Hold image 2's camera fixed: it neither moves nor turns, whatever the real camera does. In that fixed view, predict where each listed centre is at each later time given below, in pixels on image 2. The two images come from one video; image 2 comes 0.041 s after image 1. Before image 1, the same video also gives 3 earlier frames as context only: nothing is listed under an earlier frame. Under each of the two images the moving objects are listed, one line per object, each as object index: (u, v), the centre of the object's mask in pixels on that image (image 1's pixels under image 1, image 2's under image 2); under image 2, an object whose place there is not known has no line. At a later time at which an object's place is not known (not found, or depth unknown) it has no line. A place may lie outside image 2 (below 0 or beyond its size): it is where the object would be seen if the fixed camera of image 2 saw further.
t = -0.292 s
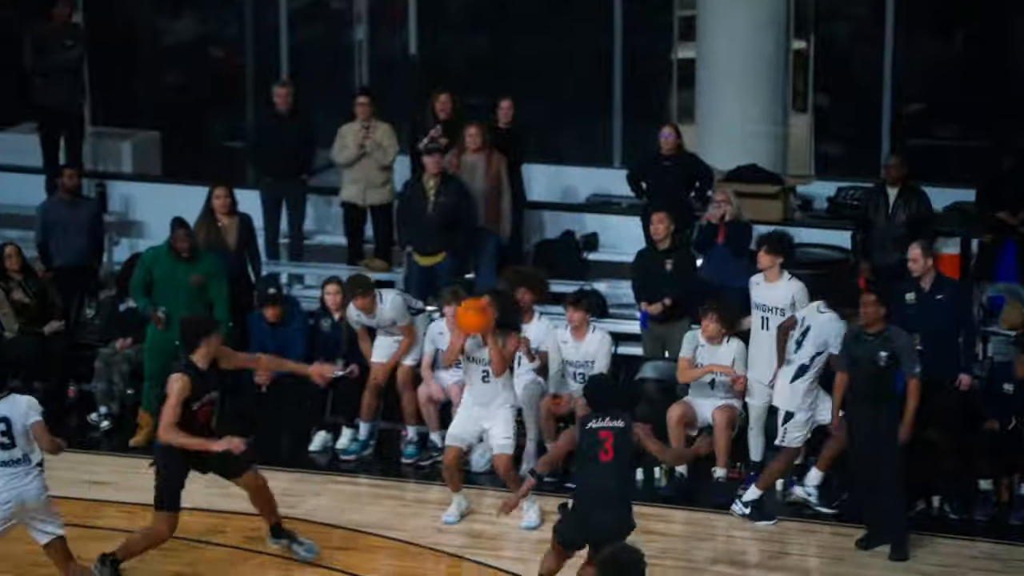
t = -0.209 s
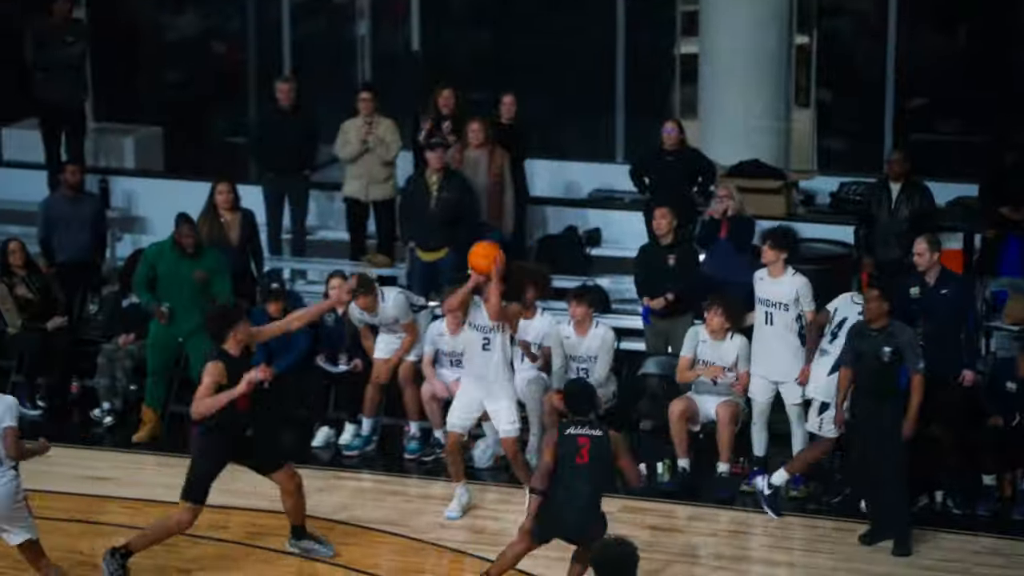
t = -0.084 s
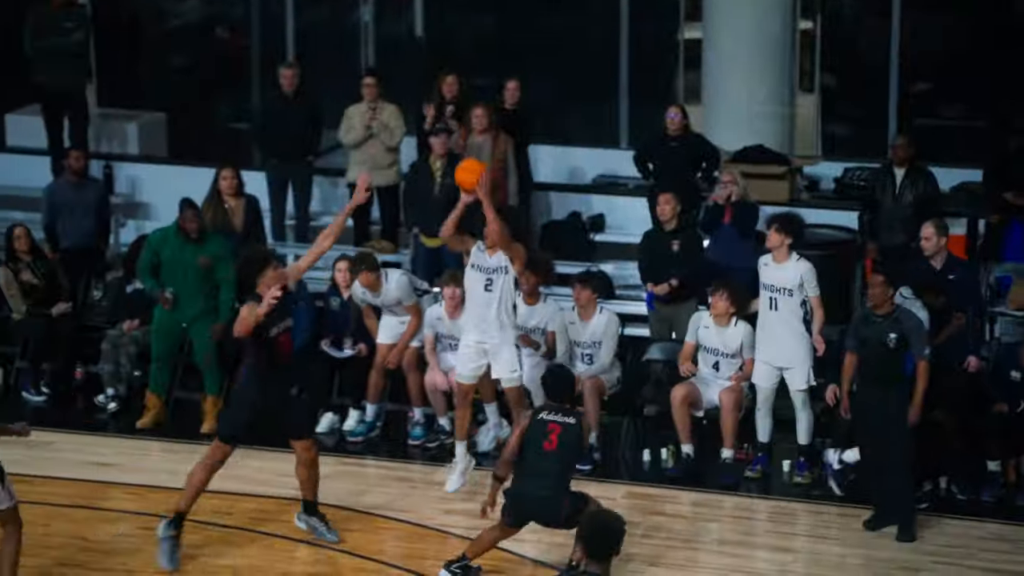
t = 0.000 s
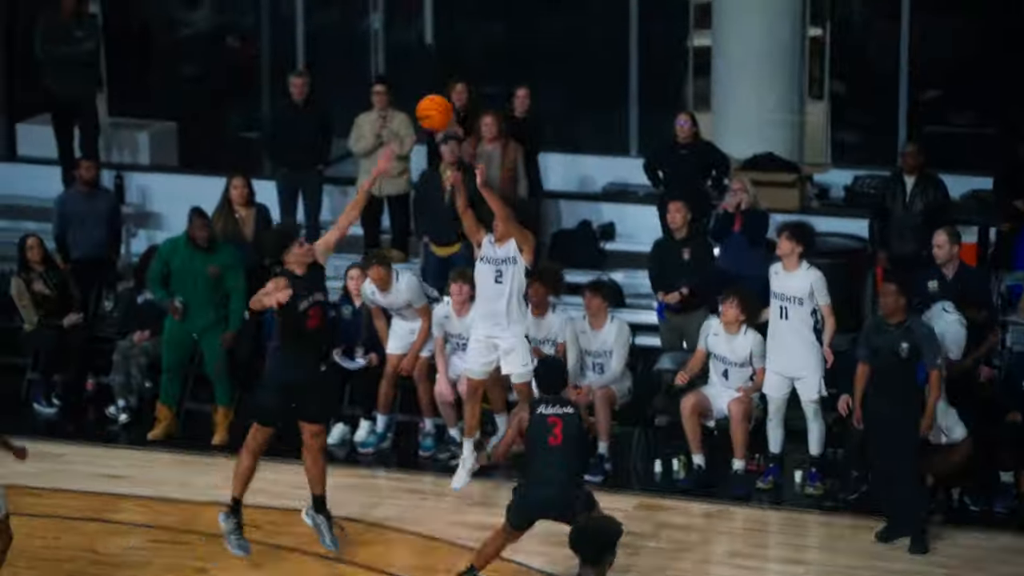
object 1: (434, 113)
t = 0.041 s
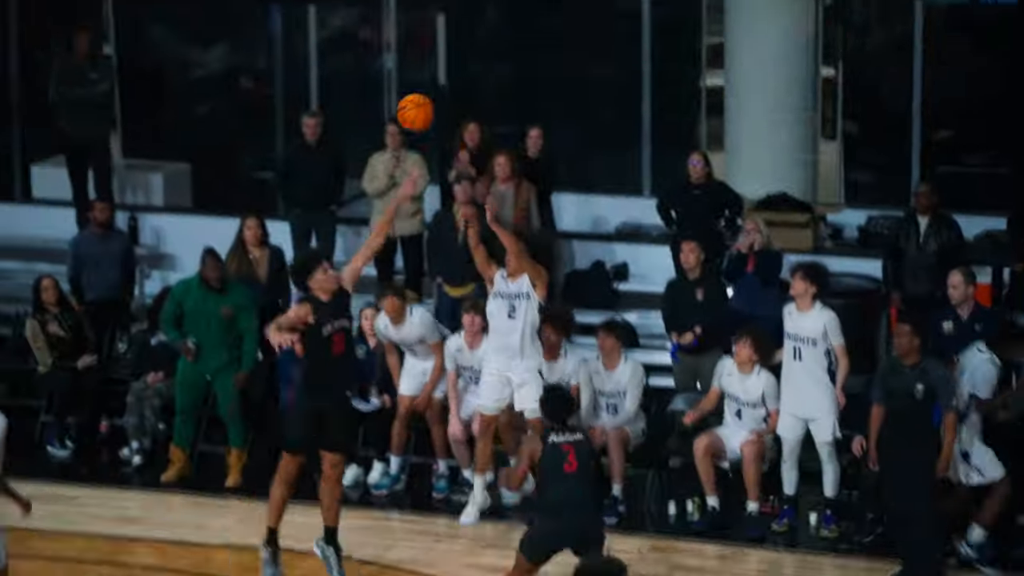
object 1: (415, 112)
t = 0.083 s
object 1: (393, 87)
